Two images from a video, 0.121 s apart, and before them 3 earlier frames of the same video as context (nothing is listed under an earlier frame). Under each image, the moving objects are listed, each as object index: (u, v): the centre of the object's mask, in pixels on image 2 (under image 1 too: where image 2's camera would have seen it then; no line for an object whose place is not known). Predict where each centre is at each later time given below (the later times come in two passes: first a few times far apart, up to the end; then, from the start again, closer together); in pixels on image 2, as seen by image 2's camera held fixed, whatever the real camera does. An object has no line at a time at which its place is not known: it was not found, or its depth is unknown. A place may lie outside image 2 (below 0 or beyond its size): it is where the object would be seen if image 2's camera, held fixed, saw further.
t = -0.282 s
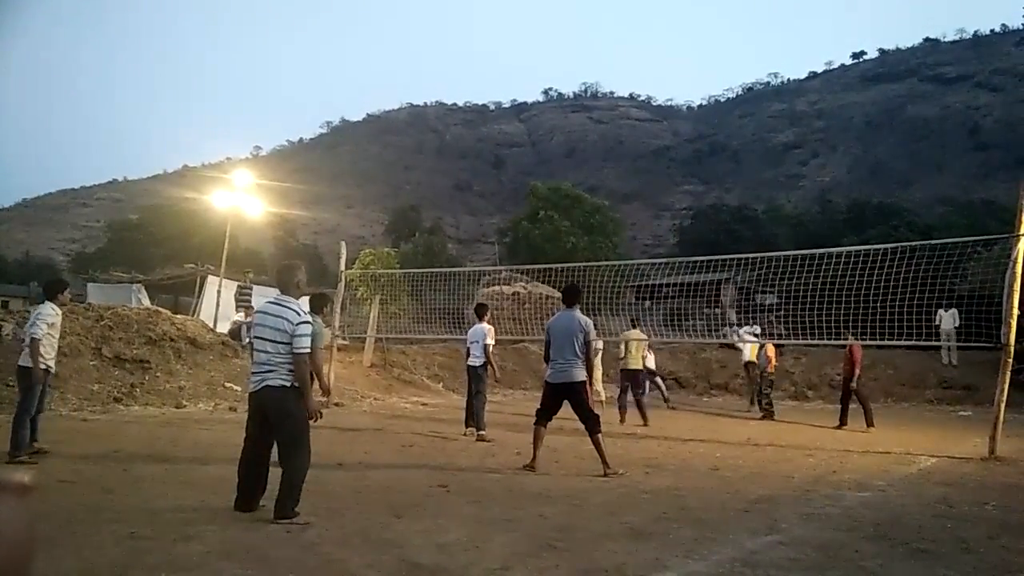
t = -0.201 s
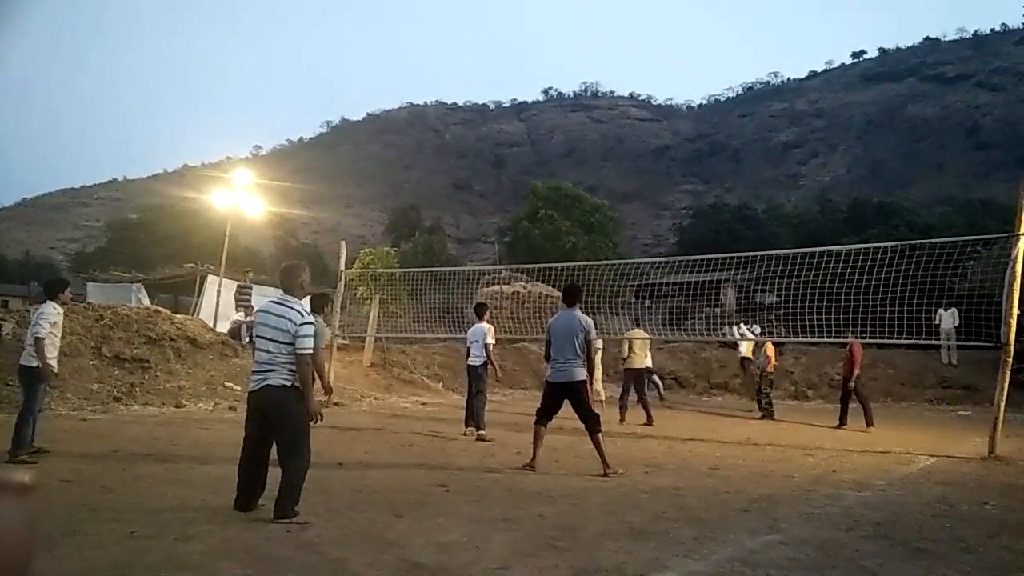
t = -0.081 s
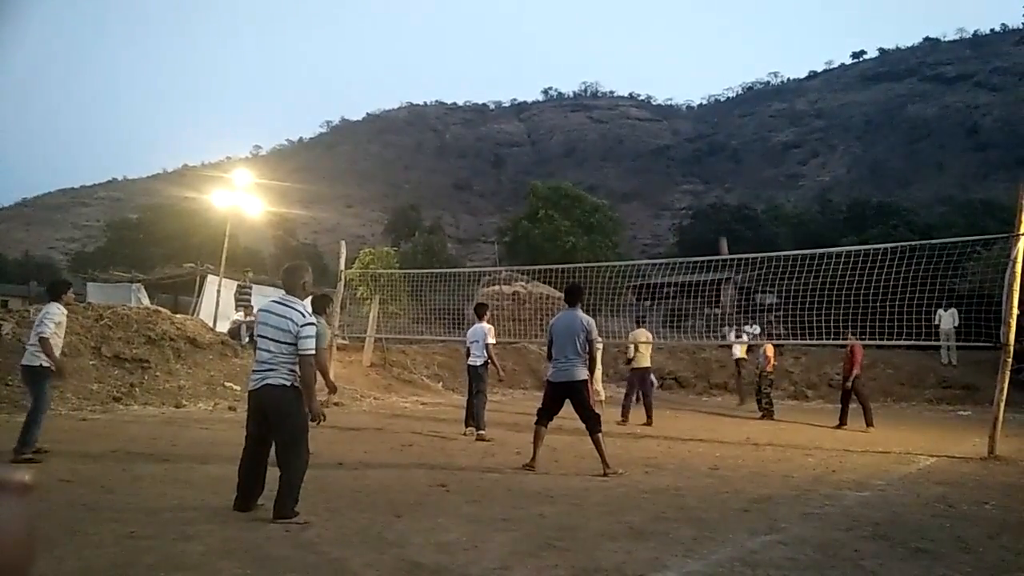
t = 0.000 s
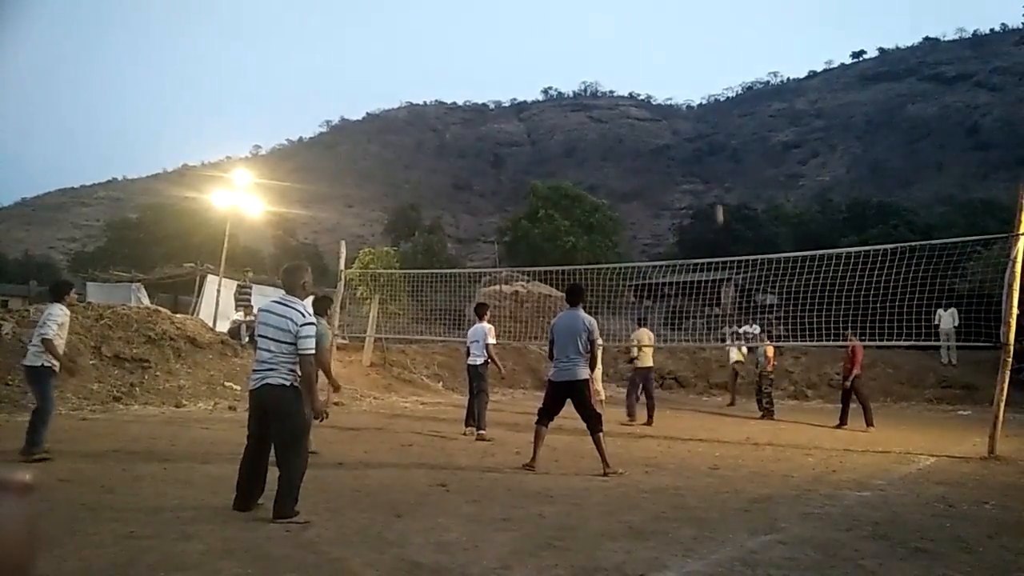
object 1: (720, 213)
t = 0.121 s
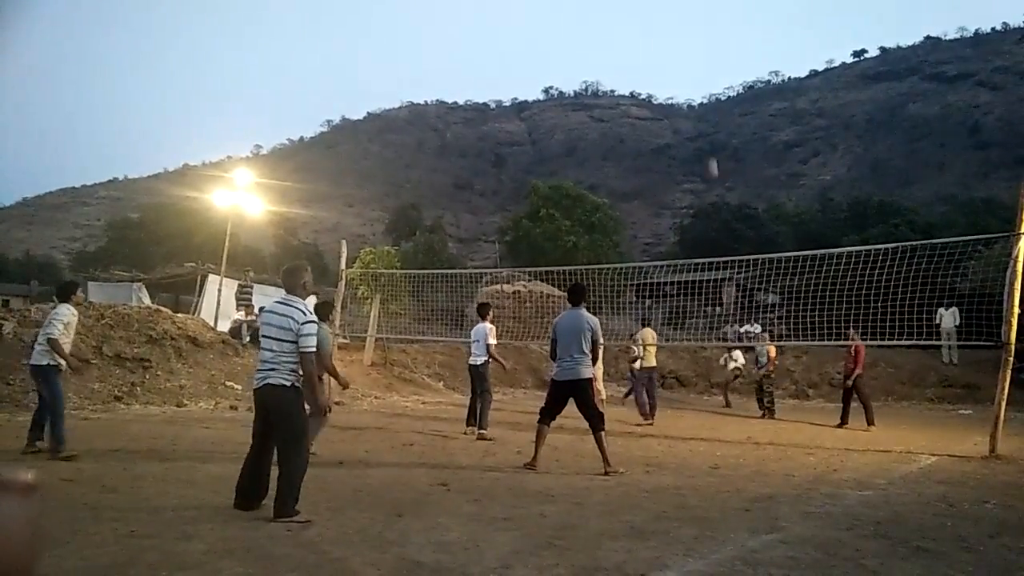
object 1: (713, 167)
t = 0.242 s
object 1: (705, 125)
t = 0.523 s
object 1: (685, 44)
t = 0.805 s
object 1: (662, -2)
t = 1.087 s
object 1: (631, 5)
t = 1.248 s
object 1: (608, 38)
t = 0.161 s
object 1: (710, 153)
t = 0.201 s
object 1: (708, 139)
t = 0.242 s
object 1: (705, 125)
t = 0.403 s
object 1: (693, 76)
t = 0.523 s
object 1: (685, 44)
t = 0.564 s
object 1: (682, 35)
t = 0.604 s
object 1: (679, 27)
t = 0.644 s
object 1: (676, 20)
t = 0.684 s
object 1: (673, 13)
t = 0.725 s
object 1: (670, 7)
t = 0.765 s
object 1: (666, 3)
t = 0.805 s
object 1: (662, -2)
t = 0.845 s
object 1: (658, -4)
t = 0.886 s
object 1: (654, -6)
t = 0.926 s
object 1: (650, -6)
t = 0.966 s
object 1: (645, -5)
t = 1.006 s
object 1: (641, -3)
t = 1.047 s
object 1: (636, 0)
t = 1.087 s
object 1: (631, 5)
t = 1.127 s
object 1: (625, 10)
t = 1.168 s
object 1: (620, 18)
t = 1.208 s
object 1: (614, 27)
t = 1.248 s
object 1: (608, 38)
